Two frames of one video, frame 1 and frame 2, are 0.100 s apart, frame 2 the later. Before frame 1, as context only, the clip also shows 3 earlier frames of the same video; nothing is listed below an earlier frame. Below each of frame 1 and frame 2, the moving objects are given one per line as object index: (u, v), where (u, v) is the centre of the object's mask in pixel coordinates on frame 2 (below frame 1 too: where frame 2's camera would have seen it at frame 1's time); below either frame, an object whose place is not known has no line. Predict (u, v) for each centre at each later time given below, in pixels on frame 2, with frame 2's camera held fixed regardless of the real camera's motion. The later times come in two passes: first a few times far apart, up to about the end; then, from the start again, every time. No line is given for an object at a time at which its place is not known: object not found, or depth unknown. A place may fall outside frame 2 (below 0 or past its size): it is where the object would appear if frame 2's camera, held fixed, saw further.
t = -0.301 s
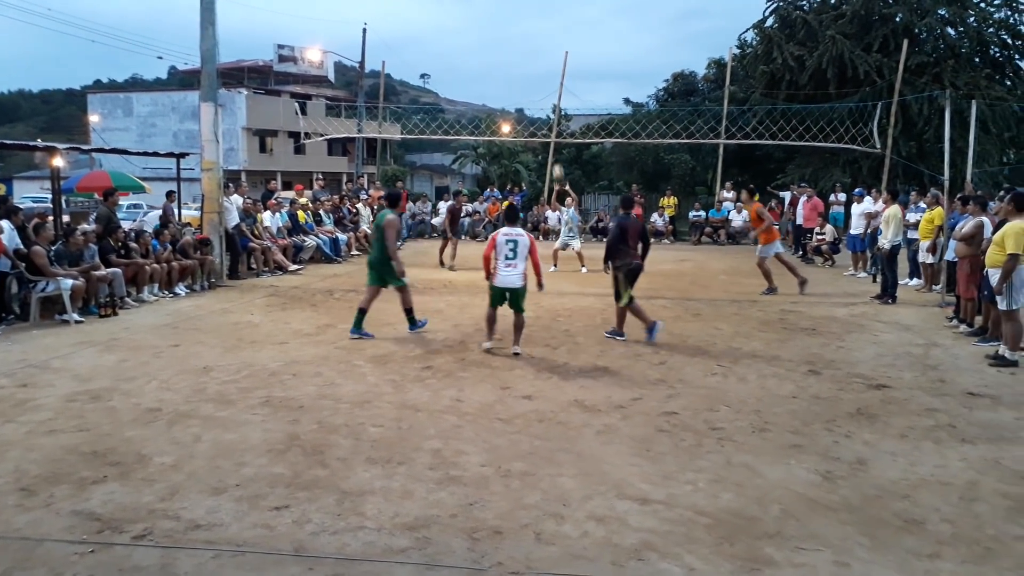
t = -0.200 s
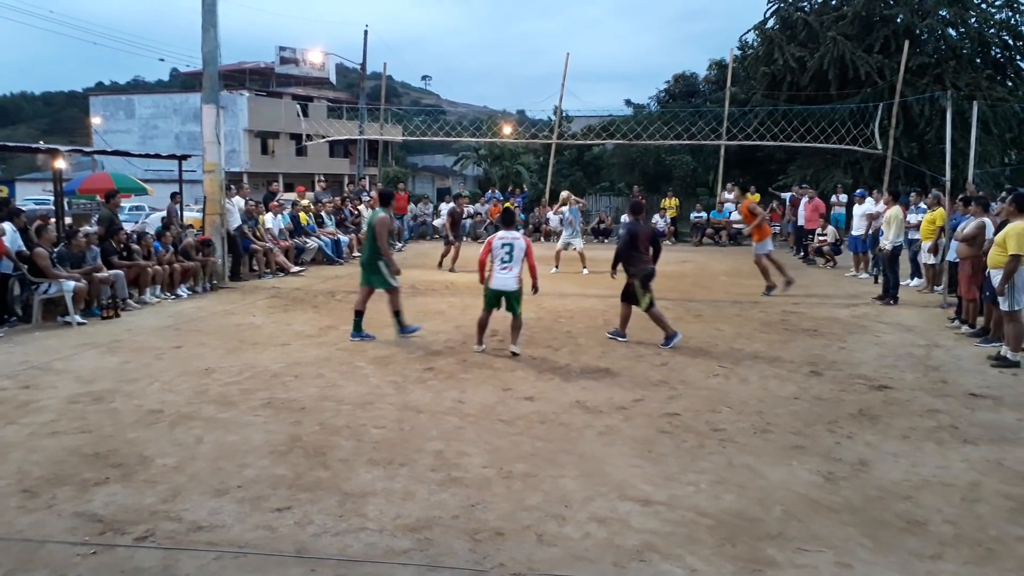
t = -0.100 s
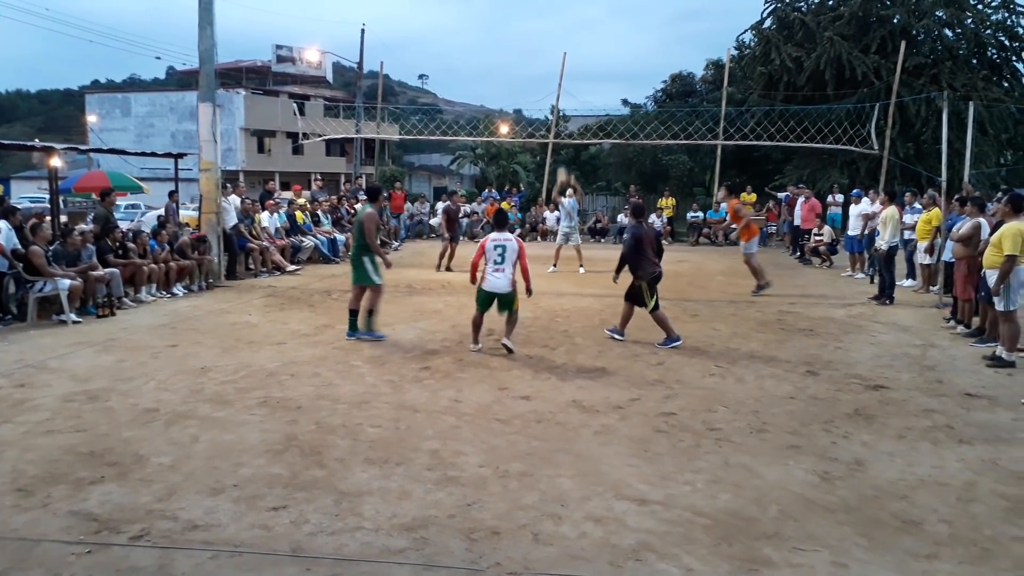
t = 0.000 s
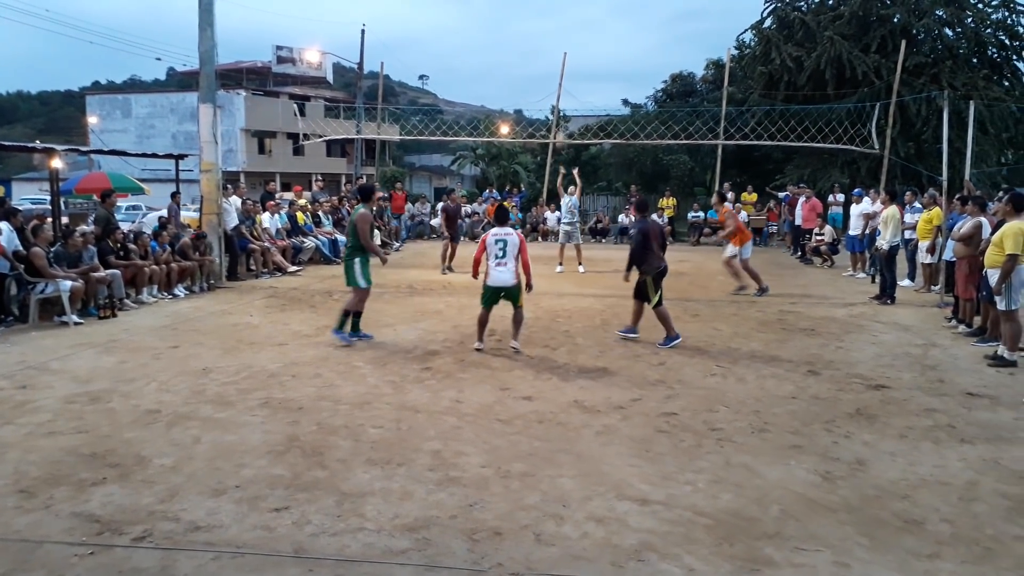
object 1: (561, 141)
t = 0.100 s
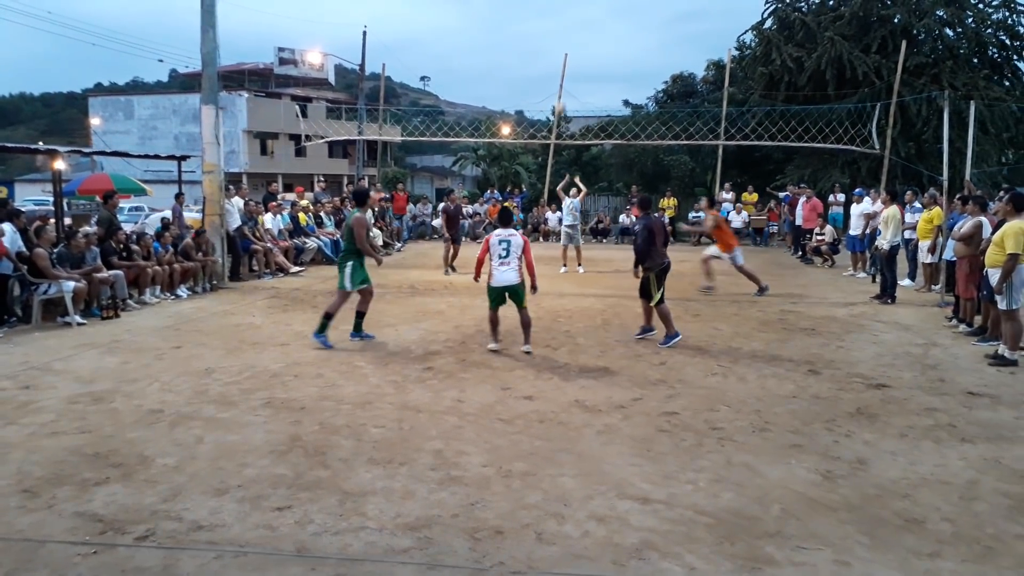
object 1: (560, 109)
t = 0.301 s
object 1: (555, 57)
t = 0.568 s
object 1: (547, 22)
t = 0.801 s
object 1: (538, 24)
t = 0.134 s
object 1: (560, 98)
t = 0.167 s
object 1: (559, 91)
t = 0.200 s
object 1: (557, 82)
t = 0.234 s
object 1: (557, 72)
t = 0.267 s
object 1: (556, 65)
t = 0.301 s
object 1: (555, 57)
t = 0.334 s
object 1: (555, 51)
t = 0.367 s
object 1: (553, 45)
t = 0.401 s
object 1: (552, 39)
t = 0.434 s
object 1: (551, 35)
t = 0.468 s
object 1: (550, 31)
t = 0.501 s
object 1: (549, 27)
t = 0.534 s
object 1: (548, 24)
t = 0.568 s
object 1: (547, 22)
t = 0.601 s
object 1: (545, 21)
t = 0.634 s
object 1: (544, 20)
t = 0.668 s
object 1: (543, 19)
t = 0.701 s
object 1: (542, 20)
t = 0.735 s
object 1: (541, 21)
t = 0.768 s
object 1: (540, 22)
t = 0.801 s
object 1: (538, 24)
